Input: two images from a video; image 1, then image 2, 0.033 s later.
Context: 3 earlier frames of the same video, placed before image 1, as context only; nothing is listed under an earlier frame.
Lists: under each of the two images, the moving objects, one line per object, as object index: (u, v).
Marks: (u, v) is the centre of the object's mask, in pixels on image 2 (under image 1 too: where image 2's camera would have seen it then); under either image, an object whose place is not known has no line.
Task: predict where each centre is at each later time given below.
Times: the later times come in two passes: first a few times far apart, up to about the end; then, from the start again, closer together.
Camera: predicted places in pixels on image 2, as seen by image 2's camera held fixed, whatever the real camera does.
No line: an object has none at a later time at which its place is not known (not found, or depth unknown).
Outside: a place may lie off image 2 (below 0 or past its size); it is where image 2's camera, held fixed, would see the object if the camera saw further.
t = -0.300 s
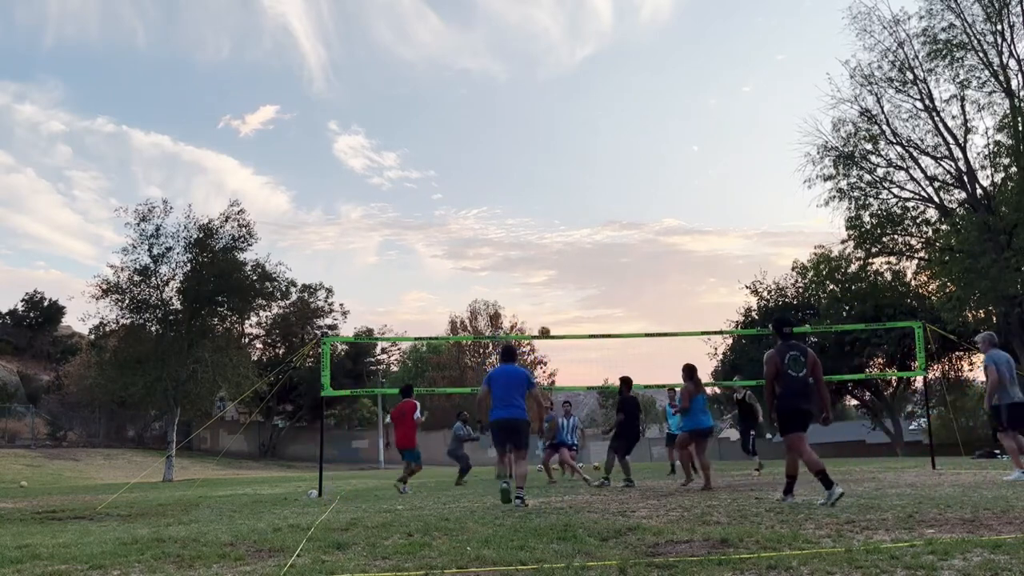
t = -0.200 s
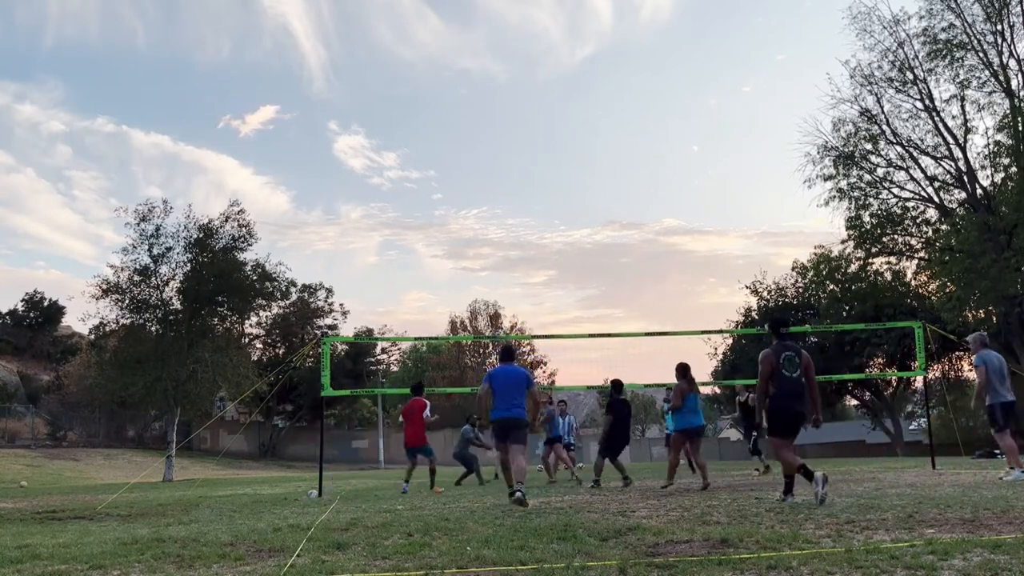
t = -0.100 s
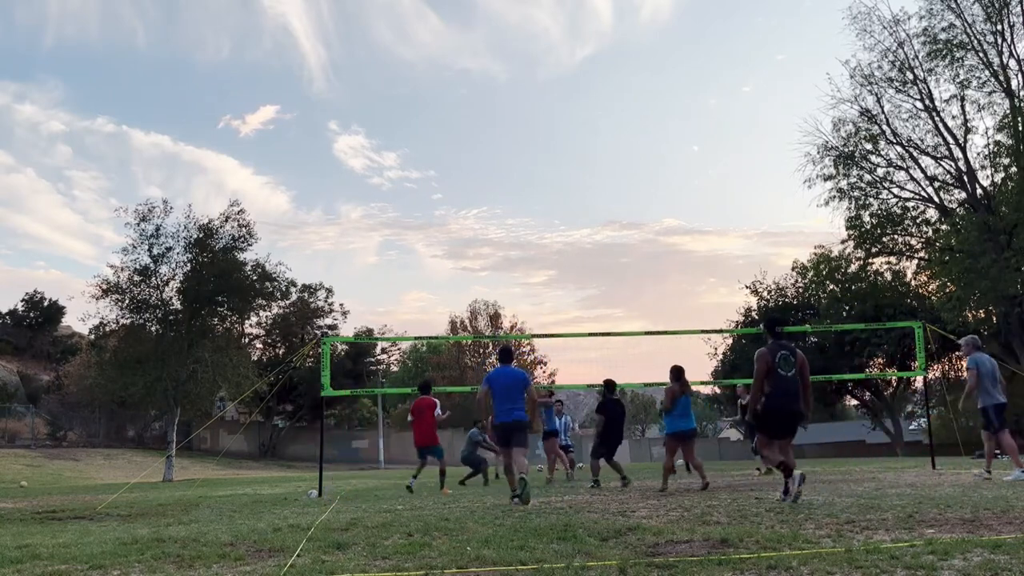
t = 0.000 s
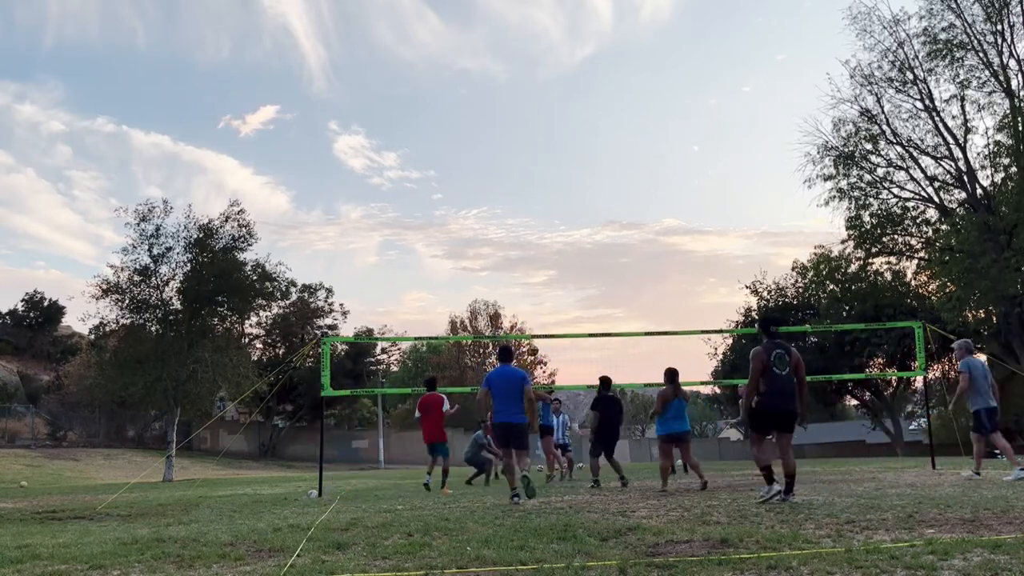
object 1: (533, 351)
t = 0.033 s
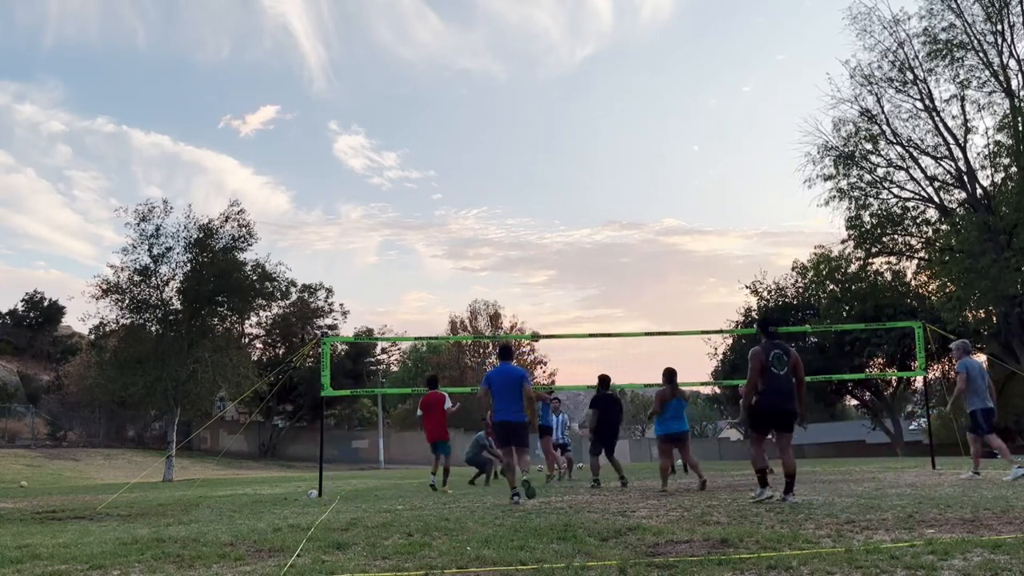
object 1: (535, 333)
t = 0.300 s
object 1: (553, 248)
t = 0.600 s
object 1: (572, 198)
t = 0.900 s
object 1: (593, 195)
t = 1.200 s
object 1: (614, 236)
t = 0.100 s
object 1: (540, 310)
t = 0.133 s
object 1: (542, 298)
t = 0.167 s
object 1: (544, 287)
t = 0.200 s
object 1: (546, 276)
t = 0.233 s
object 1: (549, 266)
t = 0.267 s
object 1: (551, 257)
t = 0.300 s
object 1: (553, 248)
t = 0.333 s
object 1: (555, 240)
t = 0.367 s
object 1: (557, 233)
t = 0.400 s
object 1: (559, 226)
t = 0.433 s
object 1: (562, 220)
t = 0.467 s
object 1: (564, 214)
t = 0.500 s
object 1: (566, 210)
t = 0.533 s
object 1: (568, 205)
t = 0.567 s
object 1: (570, 201)
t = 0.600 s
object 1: (572, 198)
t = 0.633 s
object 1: (575, 196)
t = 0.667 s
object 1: (577, 194)
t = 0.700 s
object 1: (579, 192)
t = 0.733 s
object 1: (581, 191)
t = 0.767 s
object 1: (584, 191)
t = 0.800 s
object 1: (586, 191)
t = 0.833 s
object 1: (588, 192)
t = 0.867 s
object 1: (590, 193)
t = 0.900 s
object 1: (593, 195)
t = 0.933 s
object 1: (595, 198)
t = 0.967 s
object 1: (598, 200)
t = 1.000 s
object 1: (600, 204)
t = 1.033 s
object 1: (602, 208)
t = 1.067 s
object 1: (605, 212)
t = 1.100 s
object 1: (607, 218)
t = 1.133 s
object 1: (610, 223)
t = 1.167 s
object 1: (612, 229)
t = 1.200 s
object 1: (614, 236)
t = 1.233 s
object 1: (617, 243)
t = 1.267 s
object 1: (619, 251)
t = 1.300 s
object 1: (621, 259)
